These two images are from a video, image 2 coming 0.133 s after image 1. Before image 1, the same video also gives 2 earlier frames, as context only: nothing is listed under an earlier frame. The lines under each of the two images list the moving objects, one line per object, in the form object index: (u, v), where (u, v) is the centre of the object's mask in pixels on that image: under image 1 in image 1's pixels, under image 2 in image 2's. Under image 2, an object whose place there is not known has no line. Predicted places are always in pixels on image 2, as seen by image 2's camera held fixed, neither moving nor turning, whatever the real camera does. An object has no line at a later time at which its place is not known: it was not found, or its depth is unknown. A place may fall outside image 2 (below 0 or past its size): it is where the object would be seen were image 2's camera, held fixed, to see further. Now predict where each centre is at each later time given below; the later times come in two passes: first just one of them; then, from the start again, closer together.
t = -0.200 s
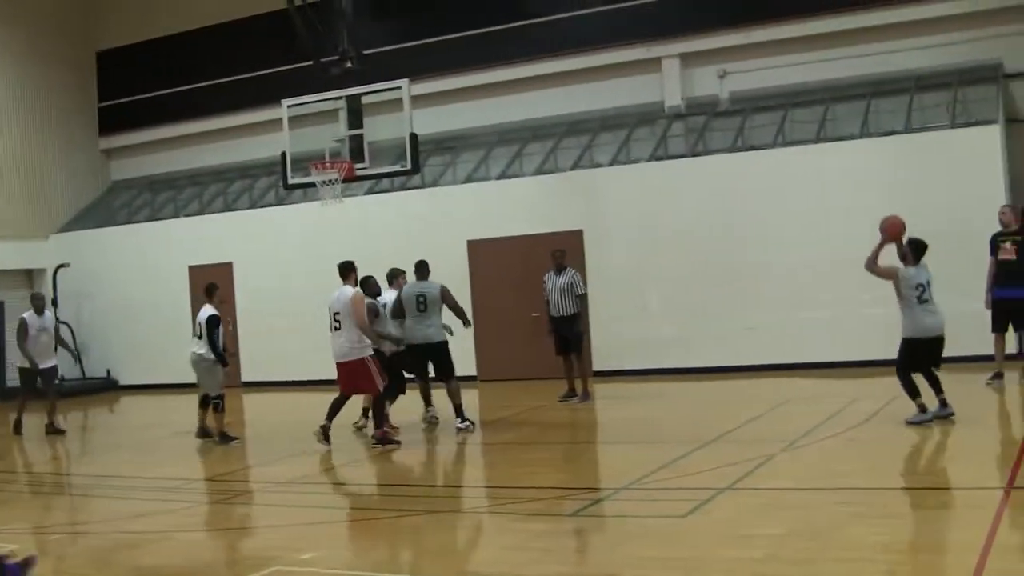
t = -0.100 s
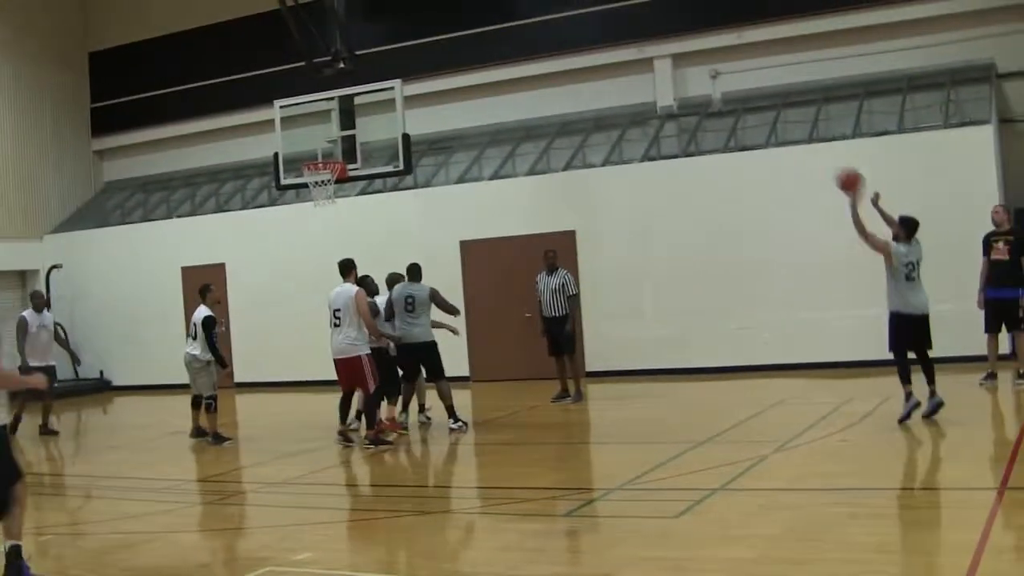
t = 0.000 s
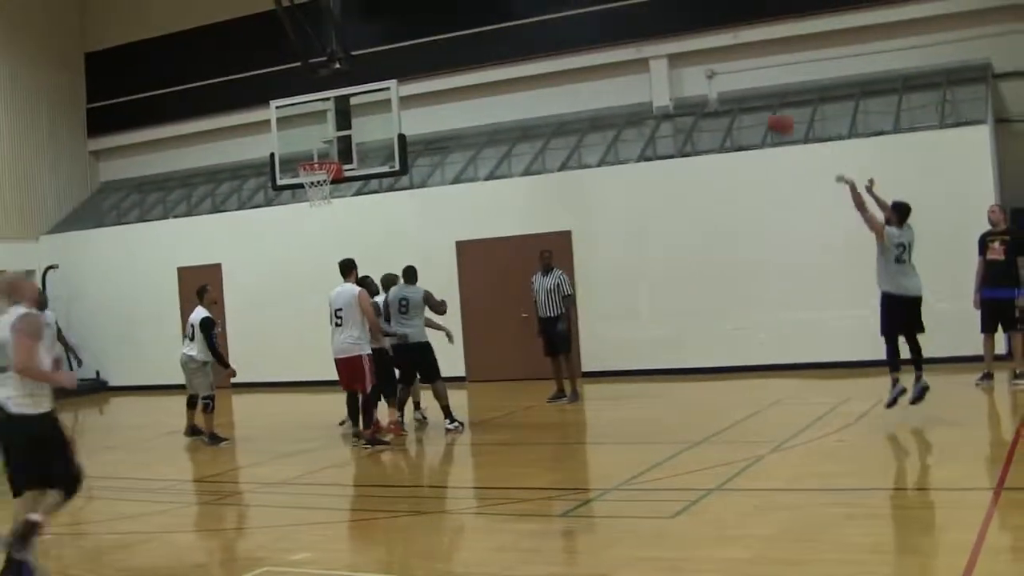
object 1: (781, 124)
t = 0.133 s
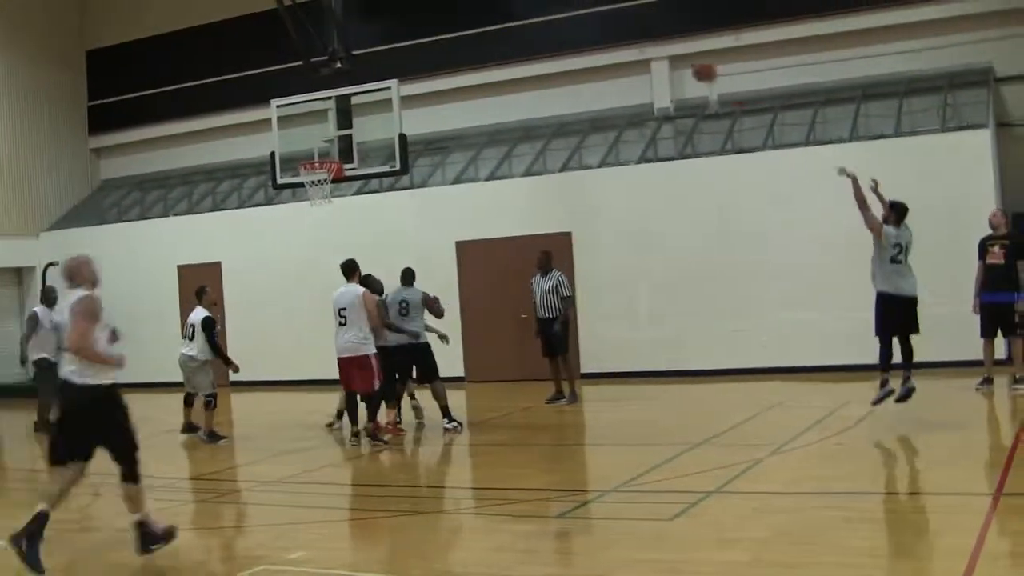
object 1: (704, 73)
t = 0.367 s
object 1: (580, 20)
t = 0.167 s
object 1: (685, 60)
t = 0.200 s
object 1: (665, 49)
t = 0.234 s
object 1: (647, 40)
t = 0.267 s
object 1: (631, 34)
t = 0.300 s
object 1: (614, 27)
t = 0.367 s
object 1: (580, 20)
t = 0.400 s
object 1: (564, 16)
